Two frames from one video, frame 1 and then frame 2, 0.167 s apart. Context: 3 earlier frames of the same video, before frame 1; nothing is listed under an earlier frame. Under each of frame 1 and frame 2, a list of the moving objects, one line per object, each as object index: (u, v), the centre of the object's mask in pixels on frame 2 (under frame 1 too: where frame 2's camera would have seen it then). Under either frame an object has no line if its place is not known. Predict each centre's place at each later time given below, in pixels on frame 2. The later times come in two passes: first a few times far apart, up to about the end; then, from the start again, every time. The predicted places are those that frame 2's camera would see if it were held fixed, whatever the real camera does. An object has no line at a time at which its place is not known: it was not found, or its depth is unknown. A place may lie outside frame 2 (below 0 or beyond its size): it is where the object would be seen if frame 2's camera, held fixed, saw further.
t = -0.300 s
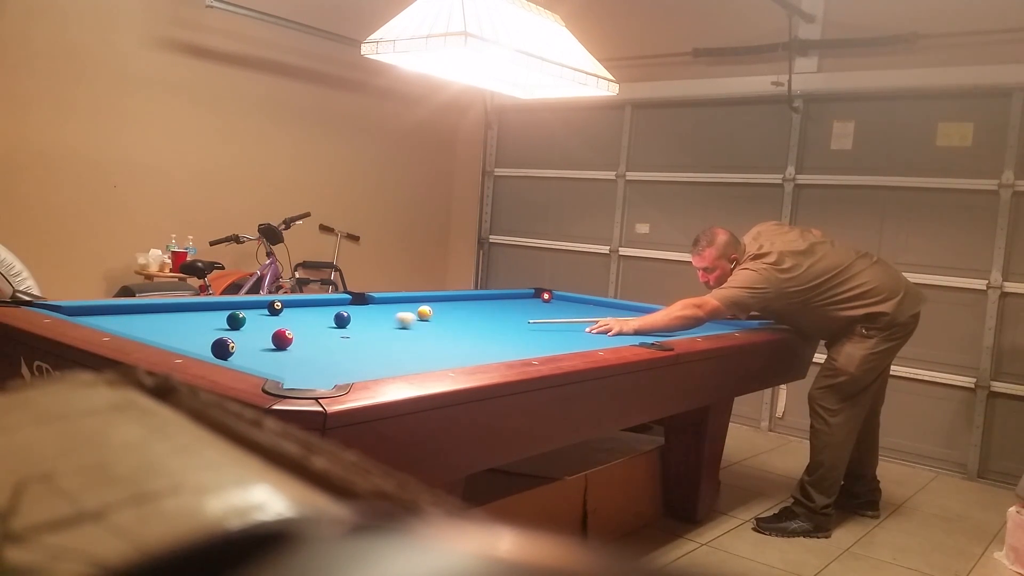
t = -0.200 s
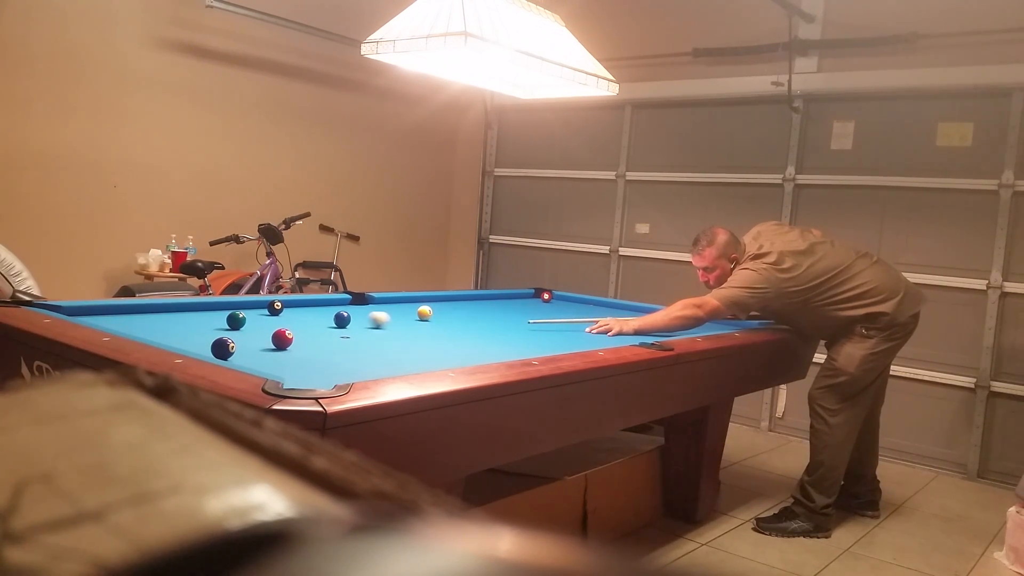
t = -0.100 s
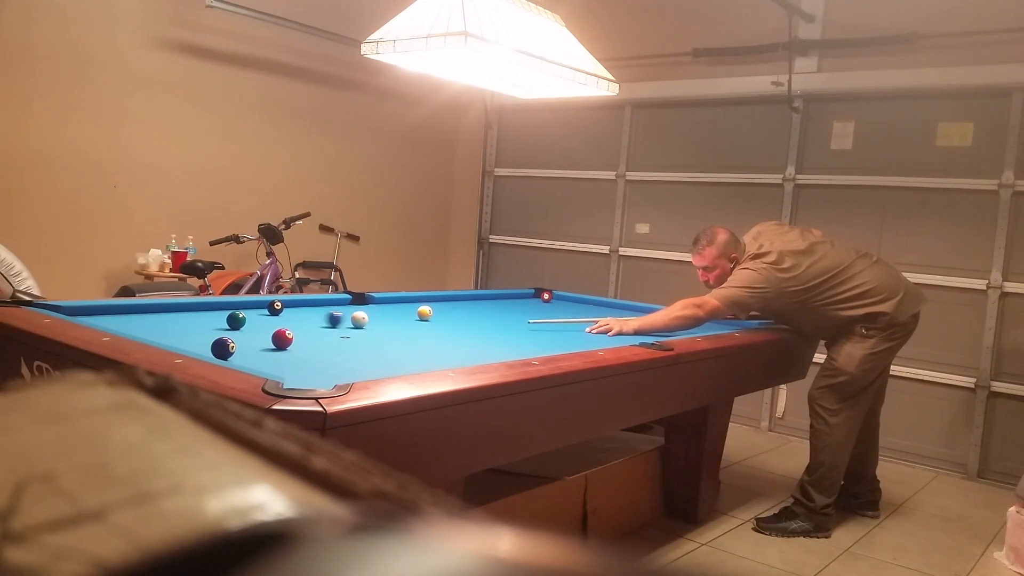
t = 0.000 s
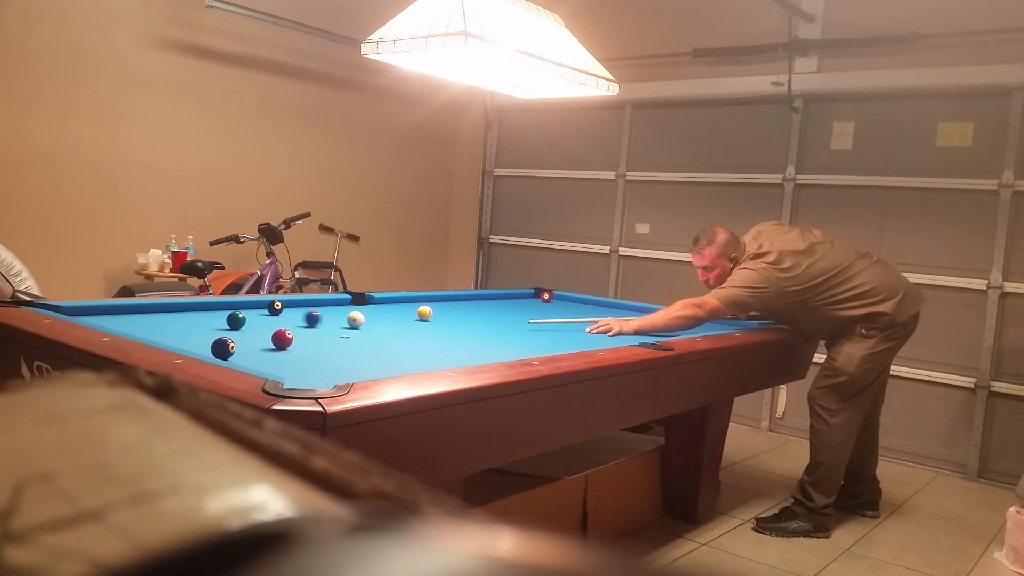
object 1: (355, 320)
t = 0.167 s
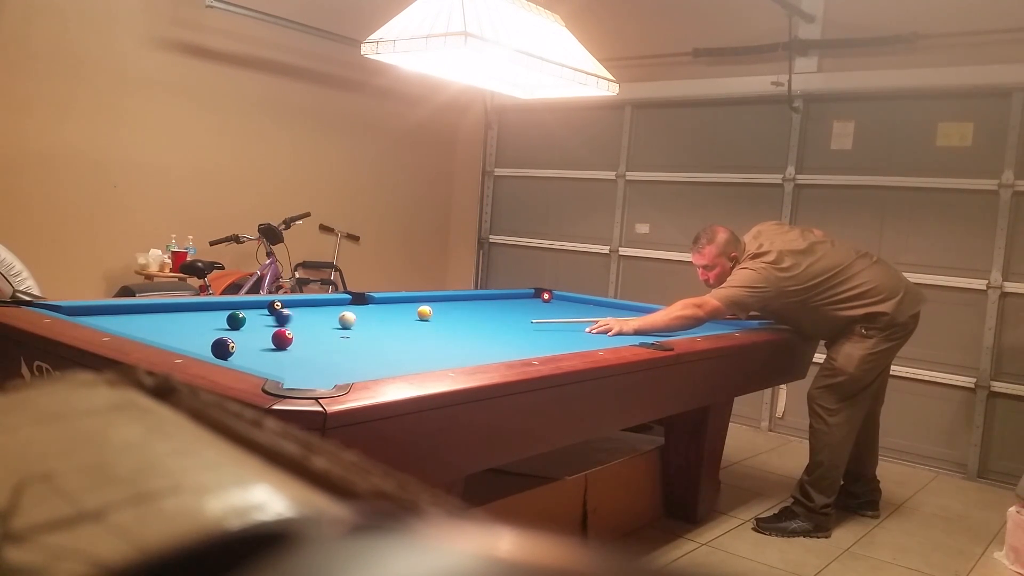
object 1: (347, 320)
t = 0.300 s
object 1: (341, 321)
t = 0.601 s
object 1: (327, 321)
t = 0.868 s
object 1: (317, 321)
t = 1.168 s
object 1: (308, 322)
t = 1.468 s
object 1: (300, 322)
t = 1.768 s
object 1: (294, 322)
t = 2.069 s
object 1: (291, 322)
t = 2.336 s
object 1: (290, 322)
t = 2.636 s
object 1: (291, 322)
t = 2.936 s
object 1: (290, 322)
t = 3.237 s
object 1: (290, 322)
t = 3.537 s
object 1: (290, 322)
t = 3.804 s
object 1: (291, 322)
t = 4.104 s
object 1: (290, 322)
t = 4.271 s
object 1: (291, 322)
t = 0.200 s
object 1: (345, 320)
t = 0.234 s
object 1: (344, 321)
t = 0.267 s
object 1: (342, 321)
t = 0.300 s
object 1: (341, 321)
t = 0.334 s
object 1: (339, 321)
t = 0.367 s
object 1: (338, 321)
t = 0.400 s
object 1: (336, 321)
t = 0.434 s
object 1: (334, 321)
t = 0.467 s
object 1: (333, 321)
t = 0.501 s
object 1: (331, 321)
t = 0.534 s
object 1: (330, 321)
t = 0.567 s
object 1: (329, 321)
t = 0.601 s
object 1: (327, 321)
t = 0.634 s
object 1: (326, 321)
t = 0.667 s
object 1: (325, 321)
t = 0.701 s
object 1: (323, 321)
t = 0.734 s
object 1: (322, 321)
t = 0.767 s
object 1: (321, 321)
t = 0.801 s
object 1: (320, 321)
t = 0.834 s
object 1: (318, 321)
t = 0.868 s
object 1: (317, 321)
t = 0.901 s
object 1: (316, 321)
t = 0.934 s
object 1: (315, 321)
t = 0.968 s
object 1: (314, 321)
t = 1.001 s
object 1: (313, 321)
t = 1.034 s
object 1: (311, 322)
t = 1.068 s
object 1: (311, 321)
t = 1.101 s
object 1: (309, 322)
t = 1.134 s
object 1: (309, 322)
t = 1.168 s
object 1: (308, 322)
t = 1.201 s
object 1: (306, 322)
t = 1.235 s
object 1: (305, 322)
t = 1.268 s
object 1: (304, 322)
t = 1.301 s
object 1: (304, 322)
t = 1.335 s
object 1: (303, 322)
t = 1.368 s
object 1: (302, 322)
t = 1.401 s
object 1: (301, 322)
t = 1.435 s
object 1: (300, 322)
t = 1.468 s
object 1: (300, 322)
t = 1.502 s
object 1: (299, 322)
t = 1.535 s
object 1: (298, 322)
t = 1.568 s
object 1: (298, 322)
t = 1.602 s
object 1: (297, 322)
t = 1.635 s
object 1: (297, 322)
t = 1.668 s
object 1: (296, 322)
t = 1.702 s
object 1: (295, 322)
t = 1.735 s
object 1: (295, 322)
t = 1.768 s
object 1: (294, 322)
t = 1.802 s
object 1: (294, 322)
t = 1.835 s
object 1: (294, 322)
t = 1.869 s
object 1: (293, 322)
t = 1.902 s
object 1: (293, 322)
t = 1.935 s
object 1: (292, 322)
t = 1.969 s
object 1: (292, 322)
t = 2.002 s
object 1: (292, 322)
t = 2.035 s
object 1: (292, 322)
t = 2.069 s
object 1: (291, 322)
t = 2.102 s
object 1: (291, 322)
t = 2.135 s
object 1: (291, 322)
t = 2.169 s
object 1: (291, 322)
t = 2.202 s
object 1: (290, 322)
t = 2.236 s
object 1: (290, 322)
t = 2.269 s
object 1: (291, 322)
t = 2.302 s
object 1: (290, 322)
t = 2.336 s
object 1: (290, 322)
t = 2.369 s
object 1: (290, 322)
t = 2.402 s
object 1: (290, 322)
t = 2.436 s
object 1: (291, 322)
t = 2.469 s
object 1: (290, 322)
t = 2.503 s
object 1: (290, 322)
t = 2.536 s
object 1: (291, 322)
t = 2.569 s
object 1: (290, 322)
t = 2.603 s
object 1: (291, 322)
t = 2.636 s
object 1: (291, 322)
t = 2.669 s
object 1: (290, 322)
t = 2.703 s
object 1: (291, 322)
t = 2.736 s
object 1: (290, 322)
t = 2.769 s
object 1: (291, 322)
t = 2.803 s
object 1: (291, 322)
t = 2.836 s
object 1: (290, 322)
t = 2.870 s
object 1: (290, 322)
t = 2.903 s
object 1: (291, 322)
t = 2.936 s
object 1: (290, 322)
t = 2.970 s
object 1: (290, 322)
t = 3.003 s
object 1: (290, 322)
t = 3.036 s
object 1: (290, 322)
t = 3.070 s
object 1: (291, 322)
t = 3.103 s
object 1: (290, 322)
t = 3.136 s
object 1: (290, 322)
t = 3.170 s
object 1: (290, 322)
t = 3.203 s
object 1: (290, 322)
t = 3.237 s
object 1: (290, 322)
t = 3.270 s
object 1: (291, 322)
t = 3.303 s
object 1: (290, 322)
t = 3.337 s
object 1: (290, 322)
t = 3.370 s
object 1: (290, 322)
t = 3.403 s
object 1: (290, 322)
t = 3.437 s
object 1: (291, 322)
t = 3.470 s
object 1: (290, 322)
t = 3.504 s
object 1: (290, 322)
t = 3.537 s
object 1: (290, 322)
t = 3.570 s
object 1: (291, 322)
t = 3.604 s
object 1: (290, 322)
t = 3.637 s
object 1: (290, 322)
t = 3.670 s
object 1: (291, 322)
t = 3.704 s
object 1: (290, 322)
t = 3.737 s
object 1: (291, 322)
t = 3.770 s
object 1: (290, 322)
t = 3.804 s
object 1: (291, 322)
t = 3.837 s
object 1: (290, 322)
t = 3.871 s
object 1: (291, 322)
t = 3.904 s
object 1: (290, 322)
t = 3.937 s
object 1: (290, 322)
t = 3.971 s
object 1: (291, 322)
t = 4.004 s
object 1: (290, 322)
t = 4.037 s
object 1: (290, 322)
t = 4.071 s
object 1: (290, 322)
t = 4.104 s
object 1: (290, 322)
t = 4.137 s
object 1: (290, 322)
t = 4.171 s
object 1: (291, 322)
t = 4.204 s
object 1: (291, 322)
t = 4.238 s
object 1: (291, 322)
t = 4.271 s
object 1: (291, 322)
